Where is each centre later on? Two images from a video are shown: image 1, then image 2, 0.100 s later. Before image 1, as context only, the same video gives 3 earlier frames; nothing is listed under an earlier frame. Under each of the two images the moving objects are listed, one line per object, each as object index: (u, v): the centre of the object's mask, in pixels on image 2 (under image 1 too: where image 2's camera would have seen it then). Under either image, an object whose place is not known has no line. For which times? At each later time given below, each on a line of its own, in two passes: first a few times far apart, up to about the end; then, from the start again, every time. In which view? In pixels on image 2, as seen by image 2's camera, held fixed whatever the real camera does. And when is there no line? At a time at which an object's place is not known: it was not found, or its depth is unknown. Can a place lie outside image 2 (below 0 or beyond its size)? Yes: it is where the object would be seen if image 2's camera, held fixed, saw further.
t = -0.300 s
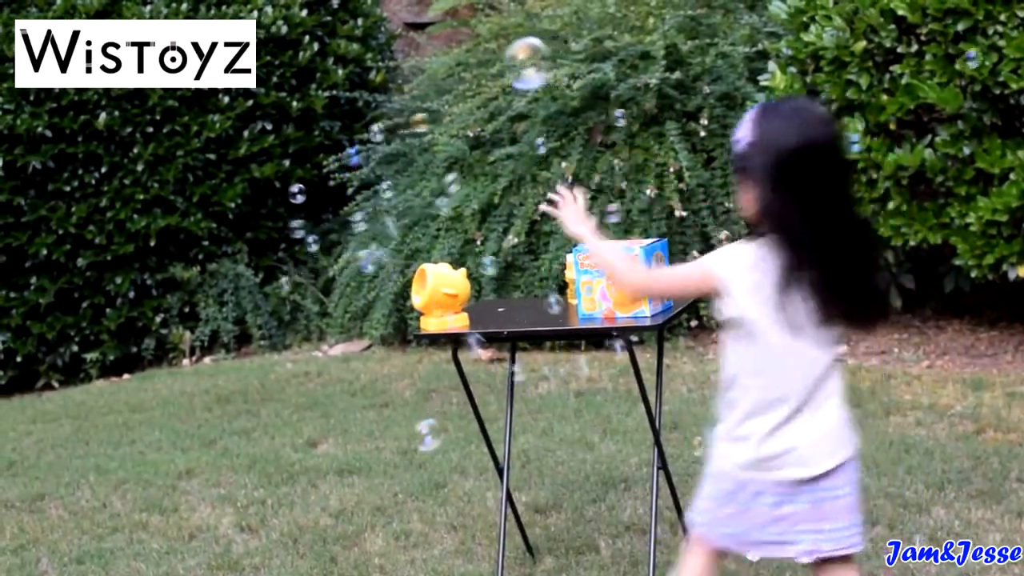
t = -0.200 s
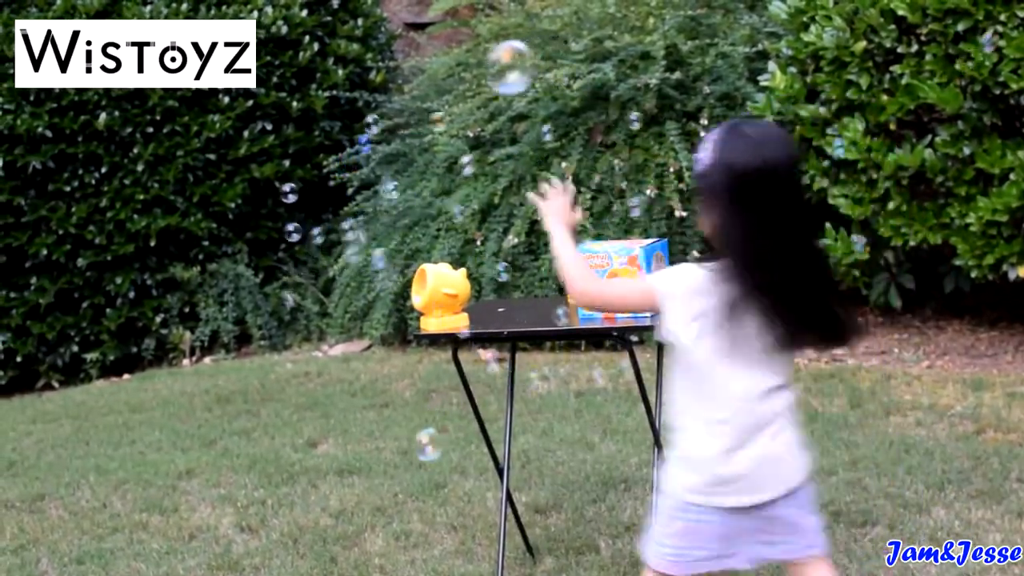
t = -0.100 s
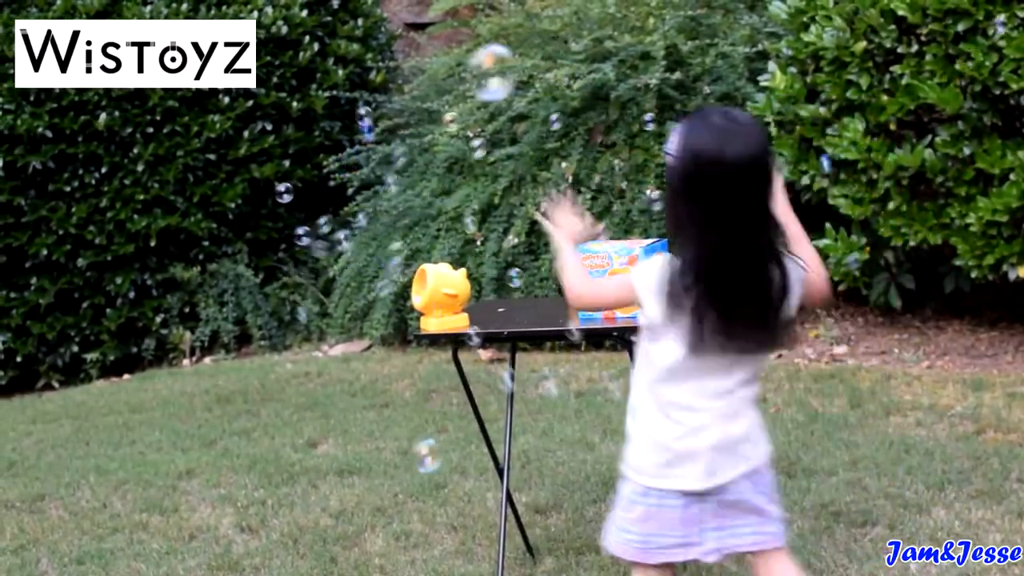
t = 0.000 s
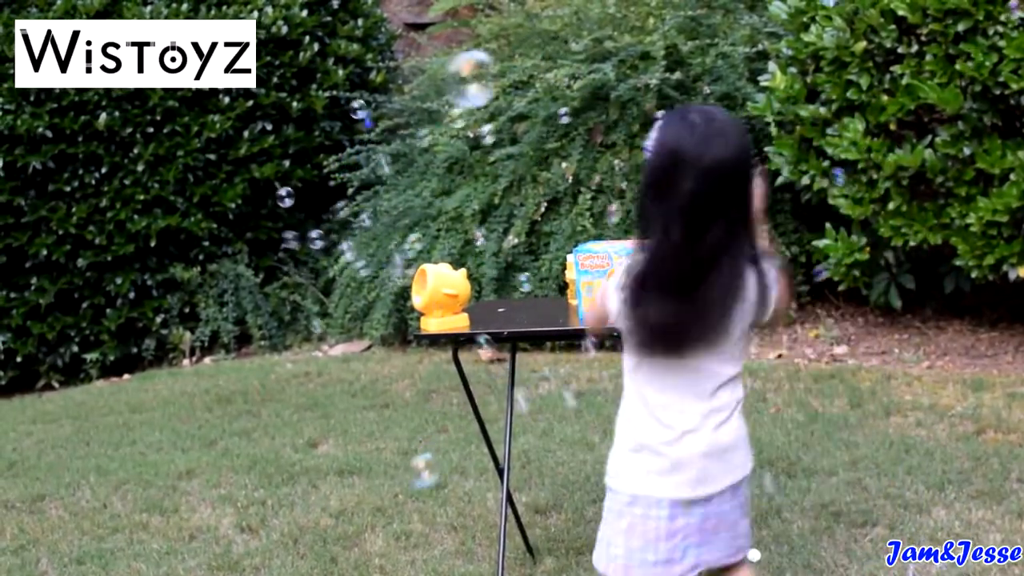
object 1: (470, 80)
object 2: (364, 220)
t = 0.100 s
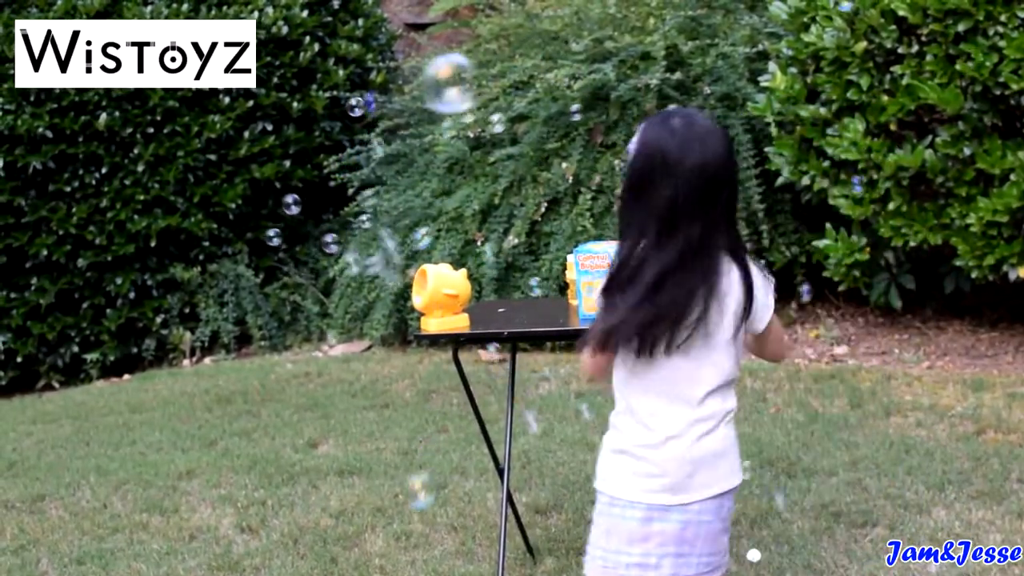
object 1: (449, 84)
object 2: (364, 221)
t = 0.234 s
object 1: (415, 83)
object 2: (372, 226)
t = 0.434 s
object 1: (369, 79)
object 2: (357, 210)
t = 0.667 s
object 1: (318, 74)
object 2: (298, 188)
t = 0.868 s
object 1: (288, 78)
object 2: (263, 177)
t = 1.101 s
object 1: (276, 97)
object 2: (256, 187)
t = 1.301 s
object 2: (256, 211)
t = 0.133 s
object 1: (440, 84)
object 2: (363, 220)
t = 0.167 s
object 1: (432, 84)
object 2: (375, 232)
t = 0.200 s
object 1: (424, 83)
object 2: (374, 229)
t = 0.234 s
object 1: (415, 83)
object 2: (372, 226)
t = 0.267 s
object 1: (407, 82)
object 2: (368, 222)
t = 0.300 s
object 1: (400, 81)
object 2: (362, 221)
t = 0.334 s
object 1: (391, 80)
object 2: (361, 216)
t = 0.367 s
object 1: (384, 79)
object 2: (360, 217)
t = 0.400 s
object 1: (377, 79)
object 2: (358, 215)
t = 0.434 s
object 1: (369, 79)
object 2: (357, 210)
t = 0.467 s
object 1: (363, 78)
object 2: (354, 207)
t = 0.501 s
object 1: (354, 77)
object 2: (351, 205)
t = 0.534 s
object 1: (346, 77)
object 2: (346, 205)
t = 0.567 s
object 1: (340, 76)
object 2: (337, 206)
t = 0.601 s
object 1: (332, 75)
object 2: (322, 200)
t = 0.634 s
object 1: (325, 74)
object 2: (310, 194)
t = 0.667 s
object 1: (318, 74)
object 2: (298, 188)
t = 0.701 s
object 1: (311, 73)
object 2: (288, 183)
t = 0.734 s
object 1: (305, 74)
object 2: (281, 179)
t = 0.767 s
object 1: (299, 74)
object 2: (272, 177)
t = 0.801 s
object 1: (294, 75)
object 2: (268, 176)
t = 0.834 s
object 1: (291, 77)
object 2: (264, 177)
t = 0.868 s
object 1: (288, 78)
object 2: (263, 177)
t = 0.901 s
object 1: (286, 80)
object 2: (261, 178)
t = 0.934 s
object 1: (284, 83)
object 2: (260, 179)
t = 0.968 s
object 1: (282, 86)
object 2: (259, 180)
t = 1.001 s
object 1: (280, 89)
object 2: (258, 182)
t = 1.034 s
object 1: (279, 91)
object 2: (257, 183)
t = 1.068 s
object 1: (277, 94)
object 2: (256, 185)
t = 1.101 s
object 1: (276, 97)
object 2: (256, 187)
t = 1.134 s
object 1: (274, 100)
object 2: (255, 189)
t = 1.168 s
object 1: (272, 104)
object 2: (254, 192)
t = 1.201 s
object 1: (269, 108)
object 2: (254, 196)
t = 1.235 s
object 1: (266, 111)
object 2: (254, 201)
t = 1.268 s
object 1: (264, 114)
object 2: (255, 206)
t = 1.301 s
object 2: (256, 211)
